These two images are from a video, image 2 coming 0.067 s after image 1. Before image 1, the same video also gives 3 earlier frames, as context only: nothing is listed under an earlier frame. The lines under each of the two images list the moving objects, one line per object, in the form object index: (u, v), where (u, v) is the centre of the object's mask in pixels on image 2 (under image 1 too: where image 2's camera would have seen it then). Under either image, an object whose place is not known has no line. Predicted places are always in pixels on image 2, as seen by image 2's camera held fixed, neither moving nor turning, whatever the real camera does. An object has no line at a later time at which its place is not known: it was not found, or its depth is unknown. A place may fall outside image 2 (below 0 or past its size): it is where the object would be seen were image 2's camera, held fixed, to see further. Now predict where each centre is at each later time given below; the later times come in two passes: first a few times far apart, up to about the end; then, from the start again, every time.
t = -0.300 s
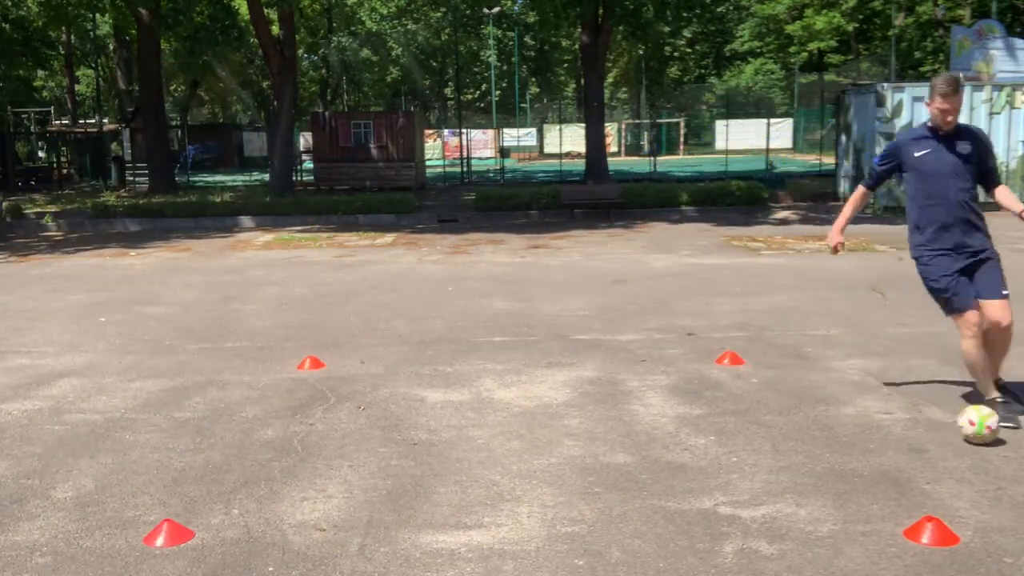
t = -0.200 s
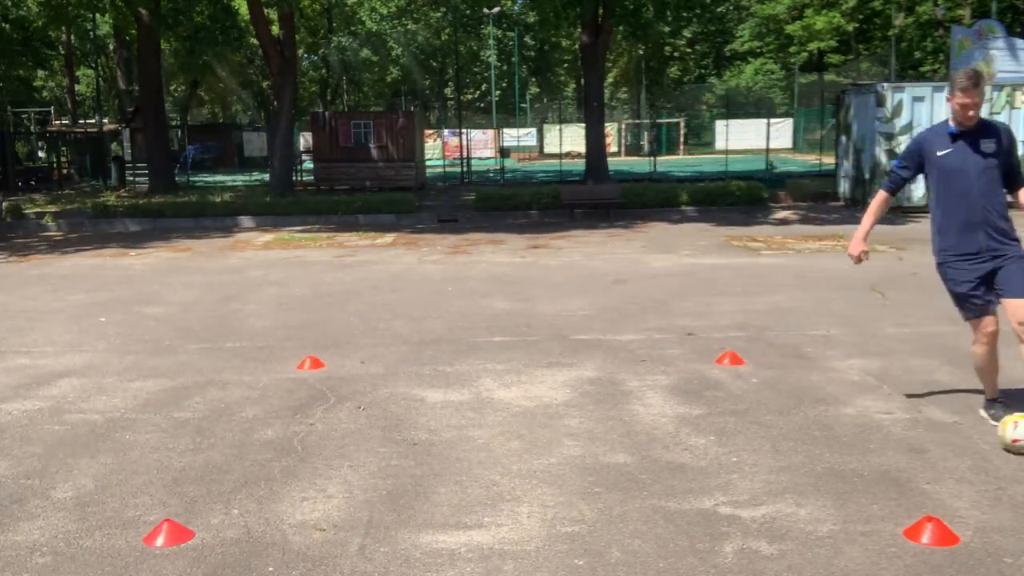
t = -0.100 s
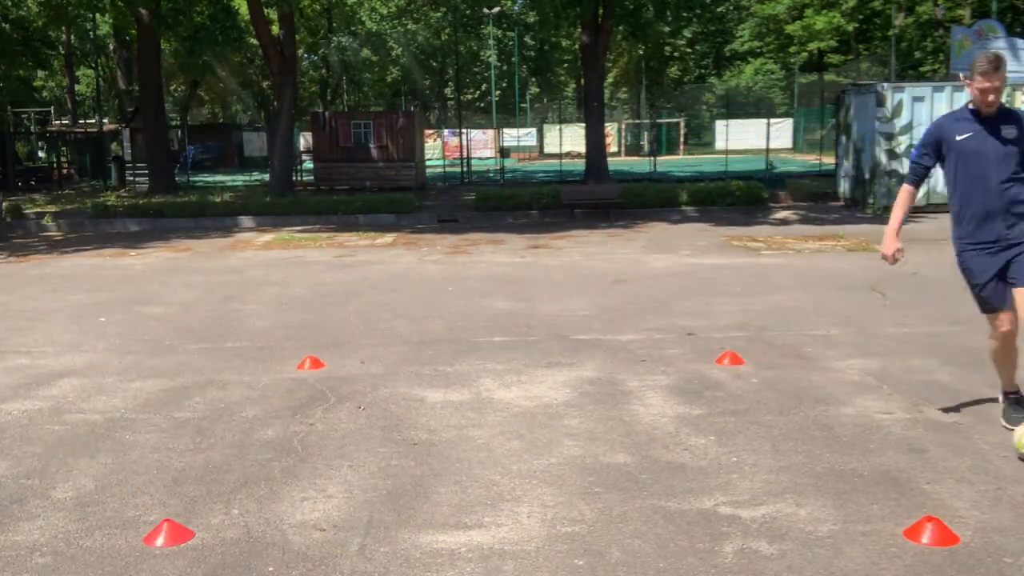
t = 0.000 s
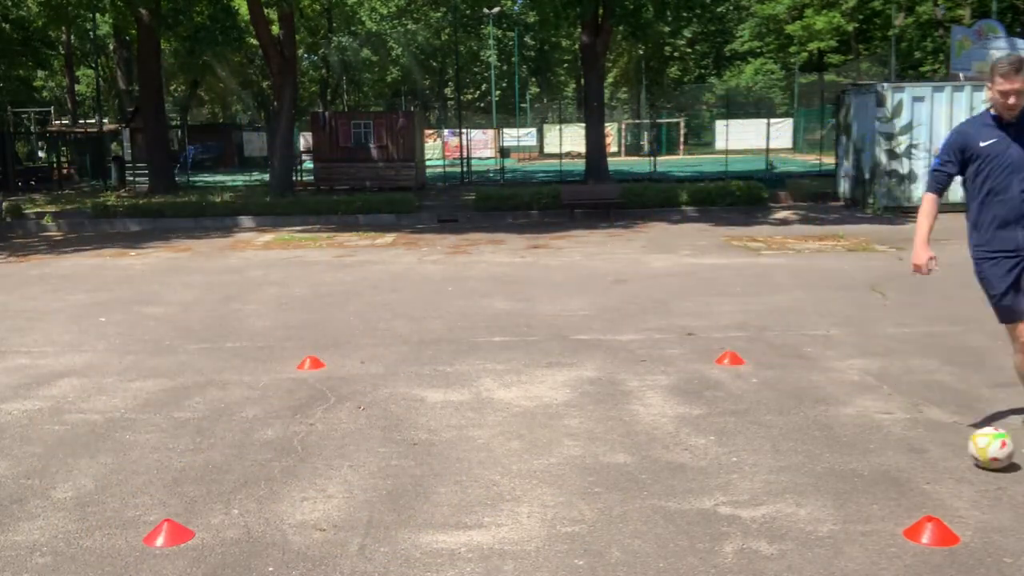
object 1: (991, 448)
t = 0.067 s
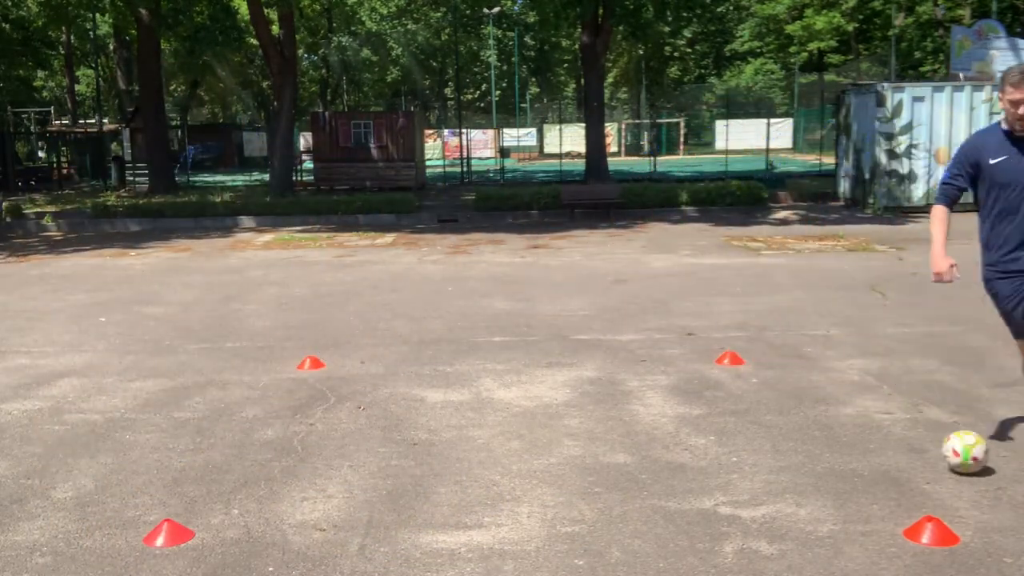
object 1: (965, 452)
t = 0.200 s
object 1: (915, 460)
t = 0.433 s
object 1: (821, 477)
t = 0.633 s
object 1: (738, 490)
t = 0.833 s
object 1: (649, 499)
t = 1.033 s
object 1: (557, 513)
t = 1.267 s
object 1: (447, 529)
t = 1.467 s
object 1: (349, 541)
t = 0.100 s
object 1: (952, 455)
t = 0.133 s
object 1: (939, 456)
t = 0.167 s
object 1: (927, 457)
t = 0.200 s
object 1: (915, 460)
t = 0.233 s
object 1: (902, 463)
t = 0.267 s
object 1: (889, 464)
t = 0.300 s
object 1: (876, 466)
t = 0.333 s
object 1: (863, 470)
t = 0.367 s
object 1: (849, 470)
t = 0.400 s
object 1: (835, 472)
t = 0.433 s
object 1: (821, 477)
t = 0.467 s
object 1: (808, 478)
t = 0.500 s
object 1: (794, 480)
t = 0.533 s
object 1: (780, 483)
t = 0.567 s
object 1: (766, 485)
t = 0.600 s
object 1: (752, 487)
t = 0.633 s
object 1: (738, 490)
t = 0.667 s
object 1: (723, 491)
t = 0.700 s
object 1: (708, 493)
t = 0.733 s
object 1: (693, 495)
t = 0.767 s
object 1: (679, 497)
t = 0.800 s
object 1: (664, 498)
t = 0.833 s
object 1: (649, 499)
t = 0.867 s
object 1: (634, 502)
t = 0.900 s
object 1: (619, 504)
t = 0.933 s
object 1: (604, 506)
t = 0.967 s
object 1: (588, 510)
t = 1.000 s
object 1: (573, 511)
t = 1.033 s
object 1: (557, 513)
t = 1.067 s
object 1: (542, 516)
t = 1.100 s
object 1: (527, 518)
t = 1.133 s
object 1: (511, 521)
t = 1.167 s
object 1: (495, 522)
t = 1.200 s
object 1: (479, 525)
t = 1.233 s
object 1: (463, 527)
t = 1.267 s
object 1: (447, 529)
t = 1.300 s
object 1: (430, 531)
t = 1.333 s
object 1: (414, 532)
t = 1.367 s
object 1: (398, 536)
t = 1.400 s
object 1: (382, 537)
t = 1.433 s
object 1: (366, 539)
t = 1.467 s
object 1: (349, 541)
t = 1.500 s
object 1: (332, 543)
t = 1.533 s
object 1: (316, 545)
